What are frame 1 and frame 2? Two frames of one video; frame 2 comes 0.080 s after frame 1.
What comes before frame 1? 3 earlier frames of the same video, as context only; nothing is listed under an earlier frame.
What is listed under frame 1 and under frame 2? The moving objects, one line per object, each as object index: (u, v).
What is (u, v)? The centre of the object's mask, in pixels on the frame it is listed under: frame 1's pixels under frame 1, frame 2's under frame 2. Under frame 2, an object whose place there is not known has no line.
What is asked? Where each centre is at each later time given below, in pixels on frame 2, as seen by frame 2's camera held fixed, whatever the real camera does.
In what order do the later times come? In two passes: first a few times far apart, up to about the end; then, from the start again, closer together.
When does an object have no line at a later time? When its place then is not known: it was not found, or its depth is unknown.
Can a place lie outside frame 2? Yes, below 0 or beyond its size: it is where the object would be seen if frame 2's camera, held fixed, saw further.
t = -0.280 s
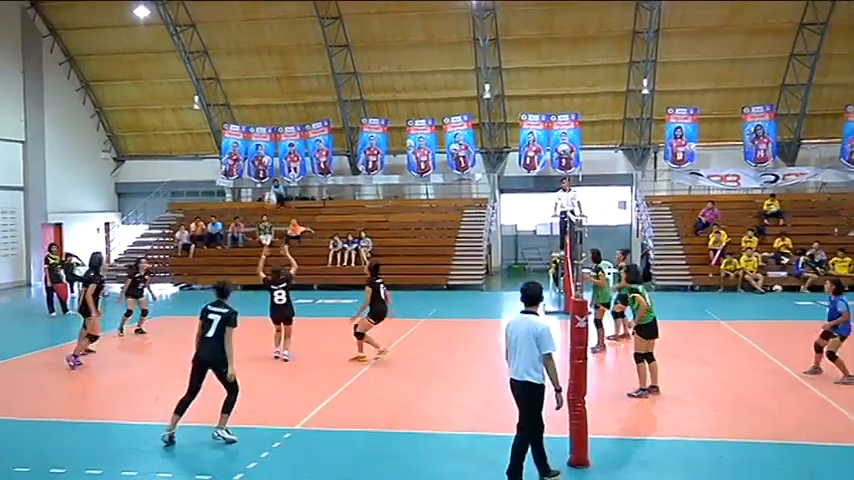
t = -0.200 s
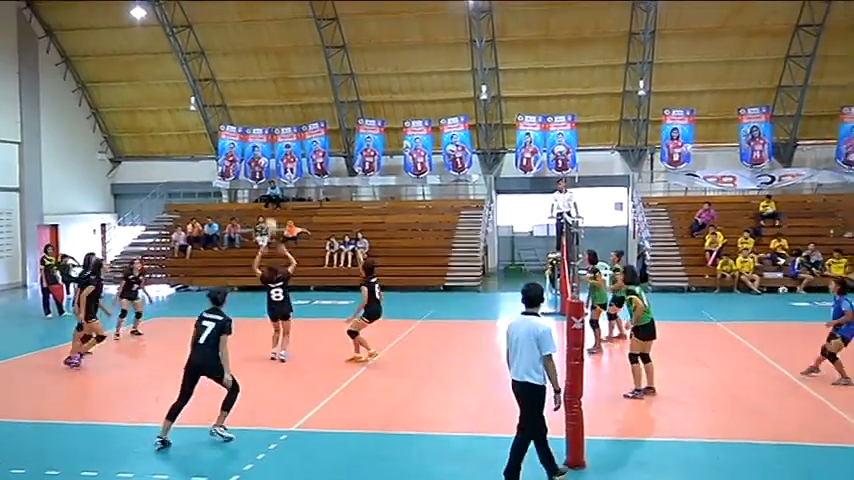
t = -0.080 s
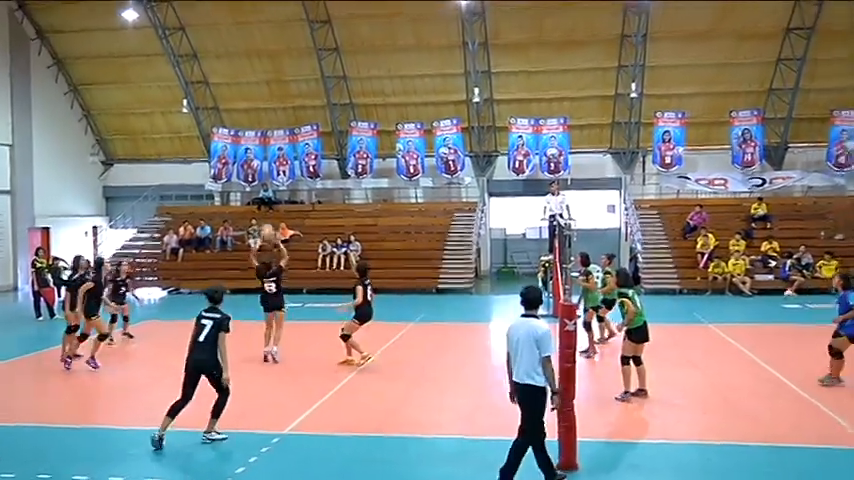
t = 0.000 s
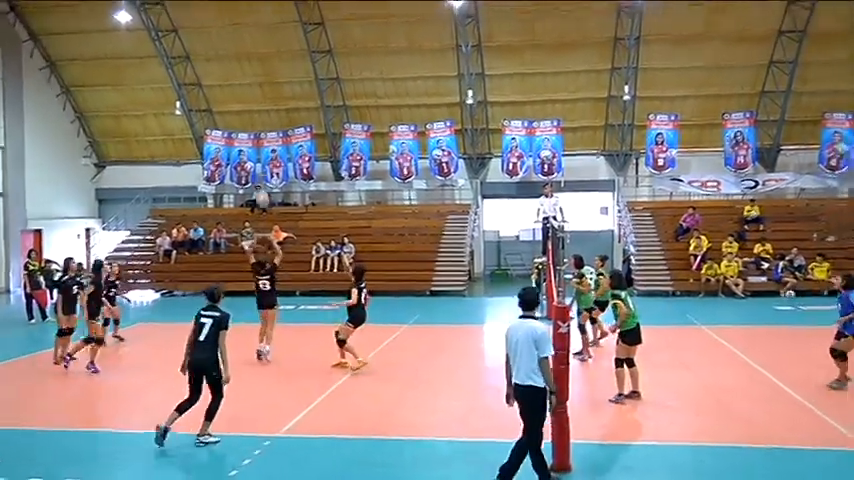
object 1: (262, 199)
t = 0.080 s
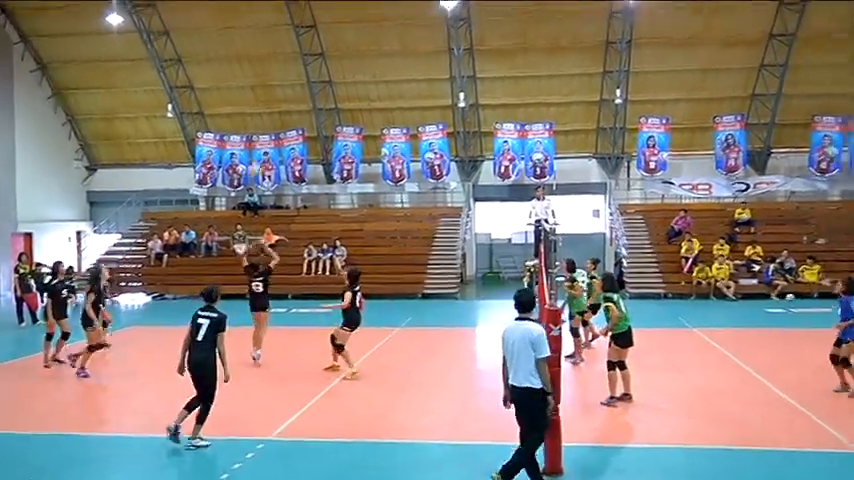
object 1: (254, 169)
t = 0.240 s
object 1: (256, 117)
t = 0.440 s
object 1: (260, 79)
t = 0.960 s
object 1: (272, 93)
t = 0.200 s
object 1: (255, 129)
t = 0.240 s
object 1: (256, 117)
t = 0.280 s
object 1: (256, 108)
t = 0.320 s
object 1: (257, 99)
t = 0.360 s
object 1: (258, 92)
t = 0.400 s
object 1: (260, 85)
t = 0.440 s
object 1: (260, 79)
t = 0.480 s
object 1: (261, 74)
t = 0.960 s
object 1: (272, 93)
